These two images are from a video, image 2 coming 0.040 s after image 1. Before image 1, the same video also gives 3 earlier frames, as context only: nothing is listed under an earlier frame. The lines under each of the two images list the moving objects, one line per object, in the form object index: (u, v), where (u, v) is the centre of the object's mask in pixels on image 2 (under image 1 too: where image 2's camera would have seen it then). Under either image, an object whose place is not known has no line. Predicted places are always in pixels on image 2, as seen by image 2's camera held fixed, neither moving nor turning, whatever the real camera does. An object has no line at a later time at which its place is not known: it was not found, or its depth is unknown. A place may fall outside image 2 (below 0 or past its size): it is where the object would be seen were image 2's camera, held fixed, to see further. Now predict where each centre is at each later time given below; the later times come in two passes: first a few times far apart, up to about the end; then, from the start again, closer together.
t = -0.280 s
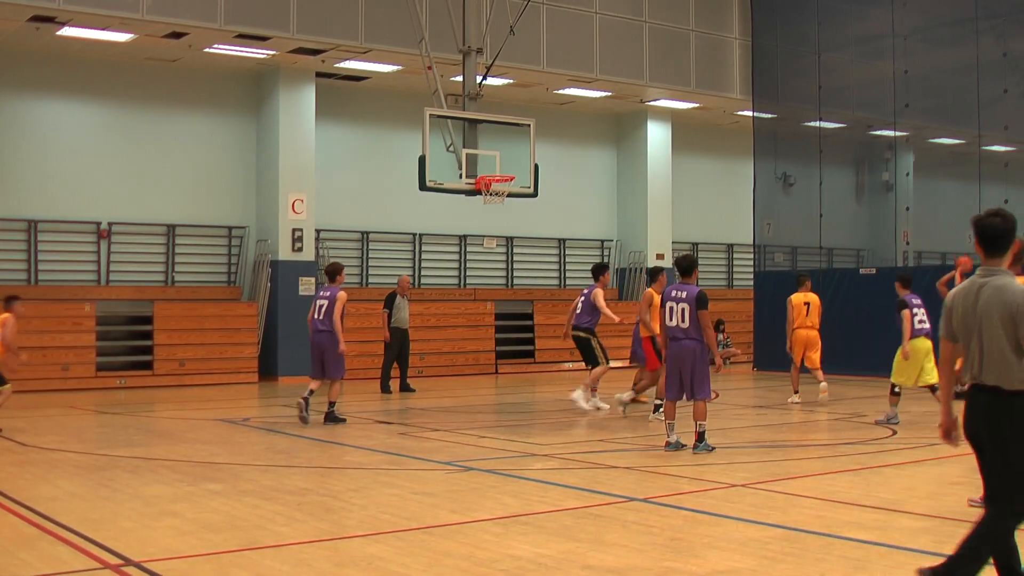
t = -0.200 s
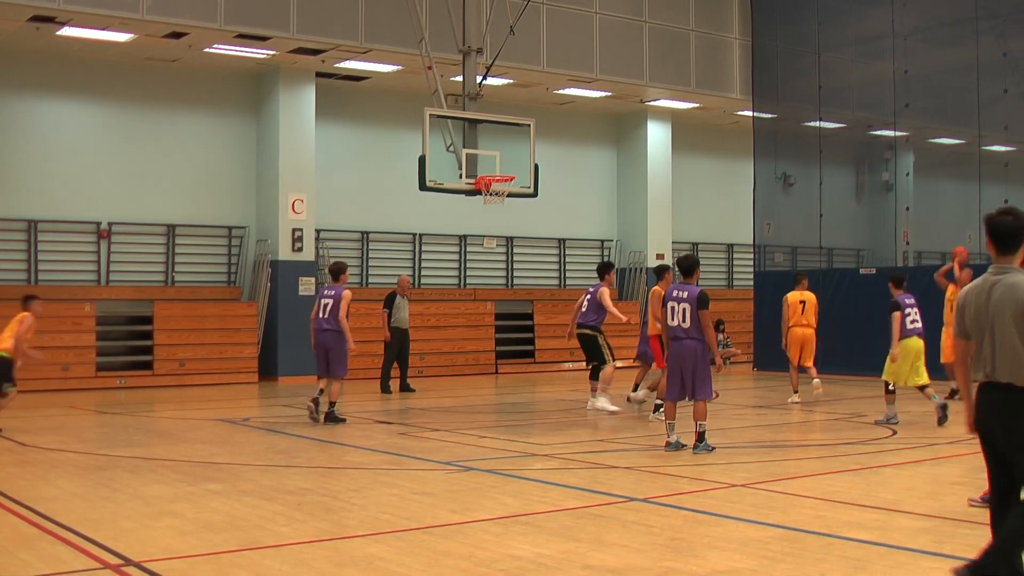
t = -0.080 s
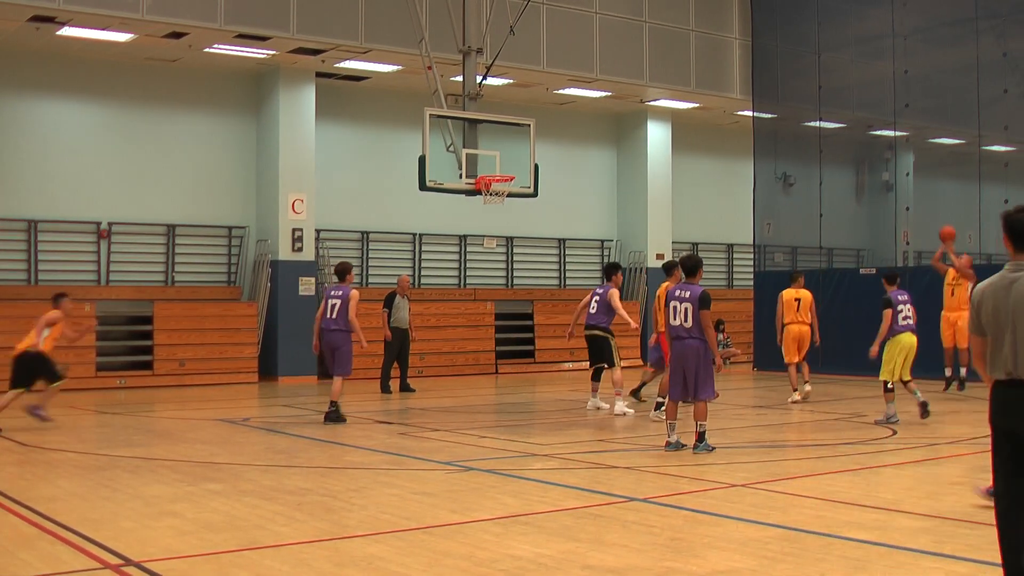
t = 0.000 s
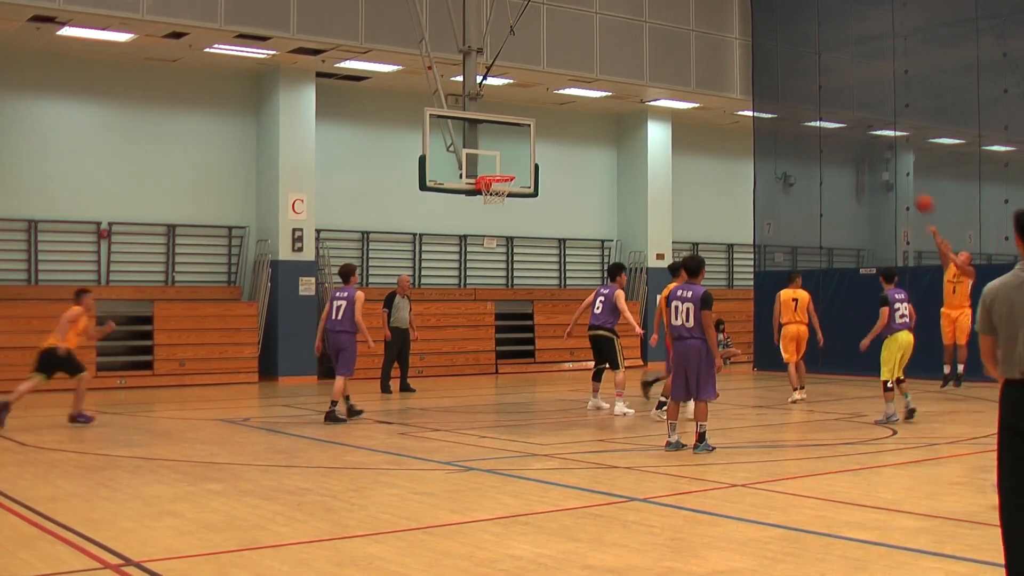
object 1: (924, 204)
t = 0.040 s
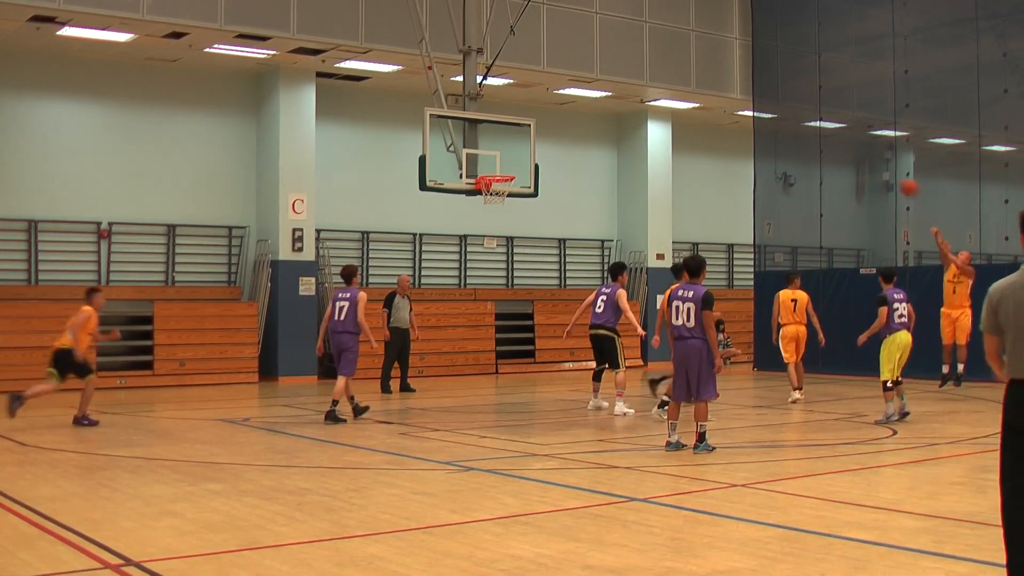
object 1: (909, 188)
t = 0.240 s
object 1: (832, 121)
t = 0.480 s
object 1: (742, 81)
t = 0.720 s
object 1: (651, 78)
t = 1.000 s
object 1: (545, 127)
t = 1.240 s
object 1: (509, 188)
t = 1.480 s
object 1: (497, 202)
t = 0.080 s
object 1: (894, 172)
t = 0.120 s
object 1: (879, 158)
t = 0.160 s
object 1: (863, 145)
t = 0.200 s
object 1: (848, 133)
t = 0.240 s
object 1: (832, 121)
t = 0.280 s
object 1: (818, 112)
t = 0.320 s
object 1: (802, 104)
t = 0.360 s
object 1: (787, 96)
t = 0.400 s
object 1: (772, 90)
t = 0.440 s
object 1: (757, 84)
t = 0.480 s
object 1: (742, 81)
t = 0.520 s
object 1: (726, 77)
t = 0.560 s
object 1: (711, 75)
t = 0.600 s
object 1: (696, 75)
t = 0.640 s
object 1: (681, 75)
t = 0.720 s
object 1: (651, 78)
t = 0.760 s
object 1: (636, 82)
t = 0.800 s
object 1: (621, 87)
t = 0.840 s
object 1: (606, 93)
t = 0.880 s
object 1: (589, 101)
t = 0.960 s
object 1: (560, 117)
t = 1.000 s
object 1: (545, 127)
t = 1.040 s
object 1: (530, 139)
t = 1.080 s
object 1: (514, 151)
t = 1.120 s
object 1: (500, 165)
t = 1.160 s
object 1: (489, 176)
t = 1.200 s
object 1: (504, 189)
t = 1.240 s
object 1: (509, 188)
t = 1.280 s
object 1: (510, 187)
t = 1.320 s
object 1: (508, 188)
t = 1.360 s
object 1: (505, 191)
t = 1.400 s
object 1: (502, 193)
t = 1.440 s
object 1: (499, 196)
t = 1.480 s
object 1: (497, 202)
